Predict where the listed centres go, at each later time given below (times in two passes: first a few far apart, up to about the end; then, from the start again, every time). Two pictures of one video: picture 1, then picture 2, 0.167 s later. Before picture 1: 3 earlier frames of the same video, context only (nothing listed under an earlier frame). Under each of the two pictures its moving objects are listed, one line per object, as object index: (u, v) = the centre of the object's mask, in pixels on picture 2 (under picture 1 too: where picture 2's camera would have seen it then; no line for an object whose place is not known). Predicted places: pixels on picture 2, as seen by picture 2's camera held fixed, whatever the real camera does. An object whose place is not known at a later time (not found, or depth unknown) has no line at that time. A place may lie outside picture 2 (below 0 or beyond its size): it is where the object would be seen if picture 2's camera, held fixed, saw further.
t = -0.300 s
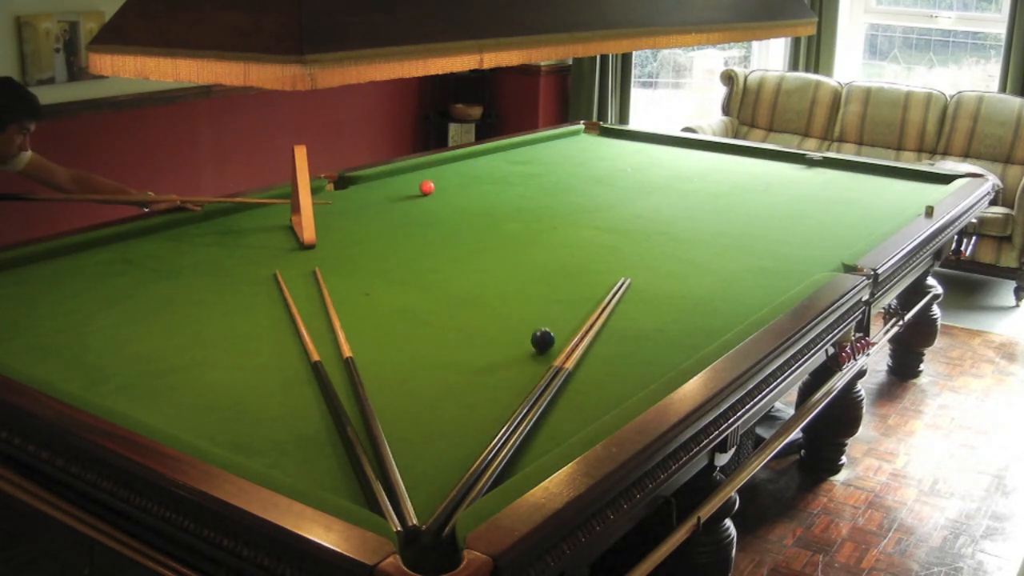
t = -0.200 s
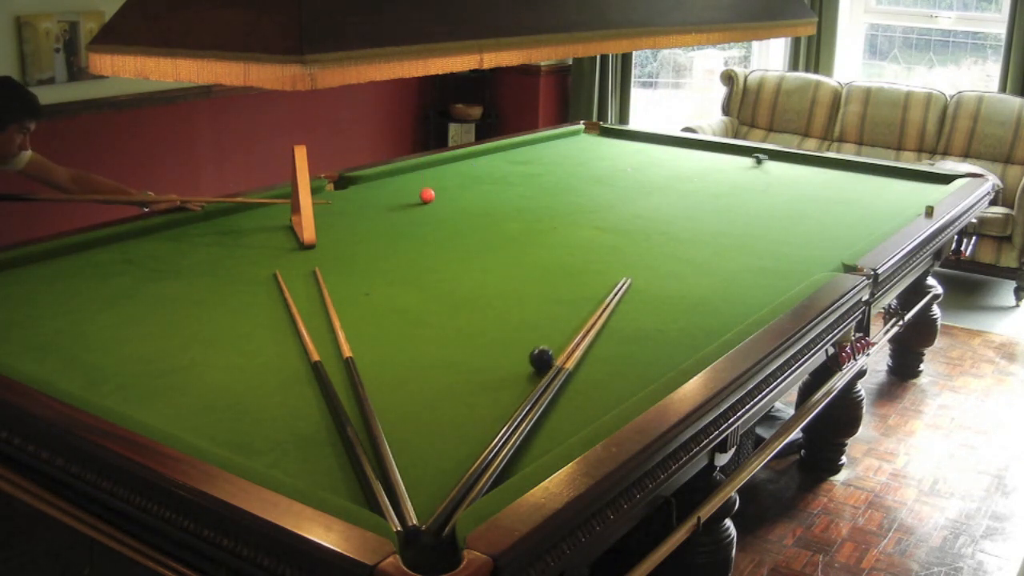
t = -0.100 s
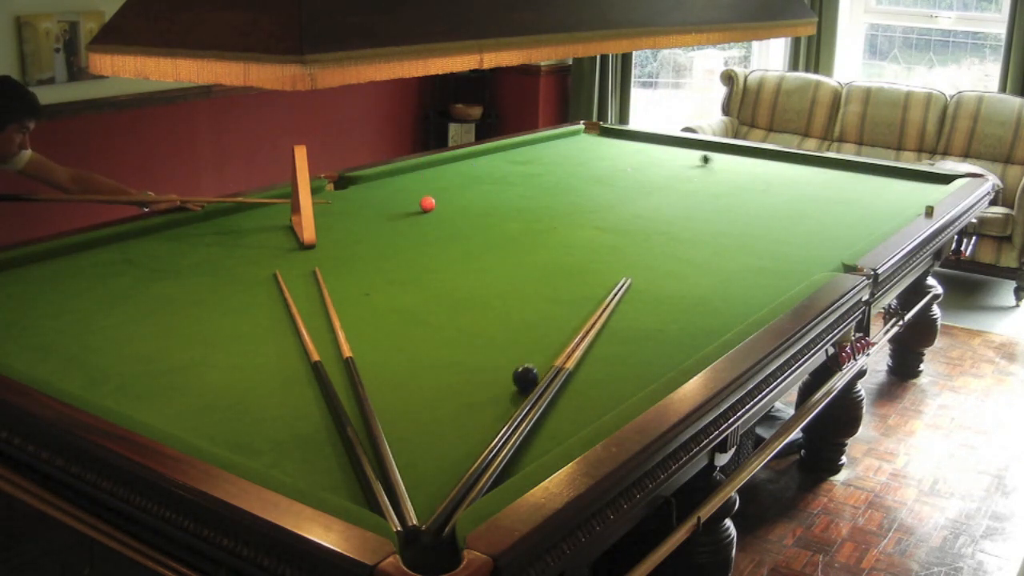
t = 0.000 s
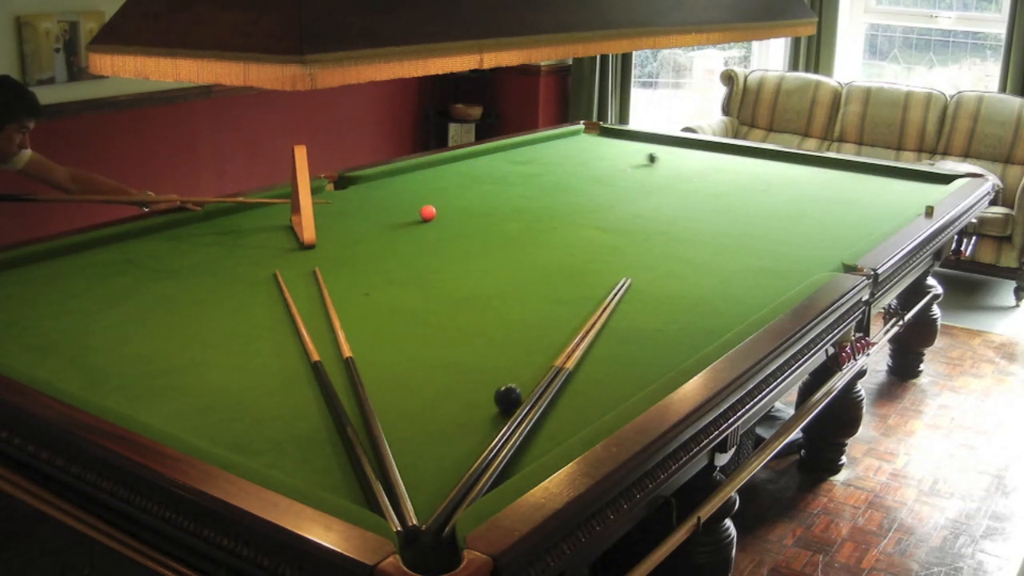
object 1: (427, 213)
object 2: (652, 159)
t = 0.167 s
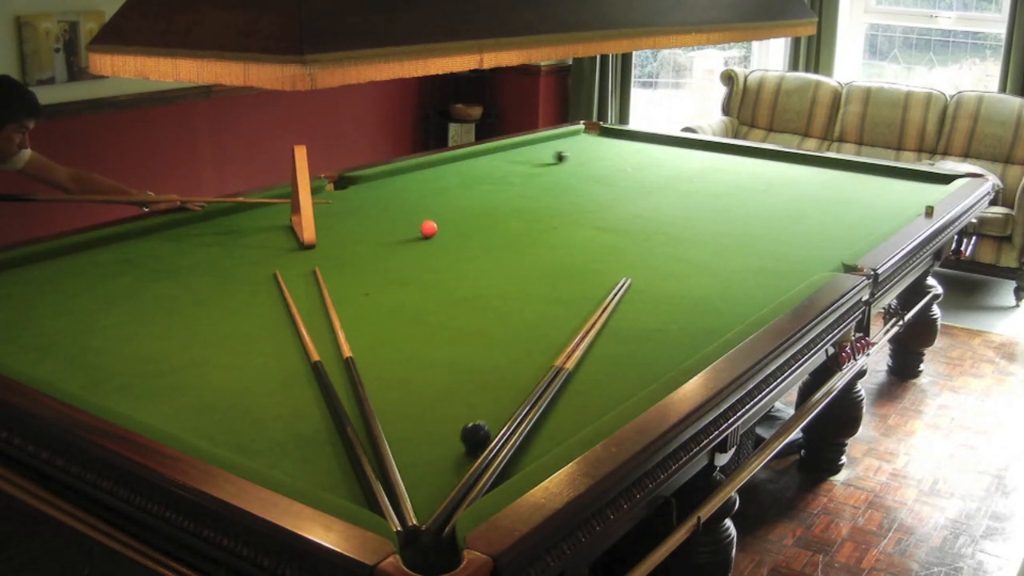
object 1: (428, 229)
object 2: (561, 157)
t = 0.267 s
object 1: (429, 240)
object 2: (505, 157)
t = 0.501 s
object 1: (430, 268)
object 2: (478, 172)
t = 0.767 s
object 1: (433, 306)
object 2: (495, 202)
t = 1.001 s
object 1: (436, 348)
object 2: (512, 236)
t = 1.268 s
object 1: (440, 406)
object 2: (539, 285)
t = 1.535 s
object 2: (552, 348)
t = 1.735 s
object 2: (504, 405)
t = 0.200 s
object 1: (428, 233)
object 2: (542, 157)
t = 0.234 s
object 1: (428, 236)
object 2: (524, 157)
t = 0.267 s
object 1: (429, 240)
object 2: (505, 157)
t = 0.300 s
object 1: (429, 244)
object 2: (488, 157)
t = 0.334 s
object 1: (429, 248)
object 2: (468, 157)
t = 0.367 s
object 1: (429, 252)
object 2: (470, 159)
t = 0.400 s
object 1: (430, 256)
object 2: (473, 162)
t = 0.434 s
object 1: (430, 260)
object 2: (475, 166)
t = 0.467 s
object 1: (430, 264)
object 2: (477, 169)
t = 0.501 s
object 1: (430, 268)
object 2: (478, 172)
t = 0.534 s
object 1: (431, 272)
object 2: (480, 176)
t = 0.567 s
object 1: (431, 277)
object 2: (482, 179)
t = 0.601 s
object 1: (431, 282)
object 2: (484, 183)
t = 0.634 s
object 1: (432, 286)
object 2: (486, 186)
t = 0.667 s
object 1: (432, 291)
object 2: (488, 190)
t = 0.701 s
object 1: (432, 296)
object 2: (490, 194)
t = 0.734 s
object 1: (433, 301)
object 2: (492, 198)
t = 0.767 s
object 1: (433, 306)
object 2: (495, 202)
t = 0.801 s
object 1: (433, 312)
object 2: (497, 207)
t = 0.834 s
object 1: (434, 317)
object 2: (499, 211)
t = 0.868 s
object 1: (434, 323)
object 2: (502, 216)
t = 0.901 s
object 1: (434, 329)
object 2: (504, 220)
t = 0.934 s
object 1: (435, 335)
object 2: (507, 225)
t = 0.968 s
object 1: (435, 341)
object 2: (510, 230)
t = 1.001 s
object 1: (436, 348)
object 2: (512, 236)
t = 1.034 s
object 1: (436, 354)
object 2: (515, 241)
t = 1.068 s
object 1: (437, 361)
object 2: (518, 246)
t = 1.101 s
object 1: (437, 368)
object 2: (522, 252)
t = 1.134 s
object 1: (437, 375)
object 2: (525, 258)
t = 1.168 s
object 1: (438, 382)
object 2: (528, 265)
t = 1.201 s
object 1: (439, 390)
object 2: (532, 272)
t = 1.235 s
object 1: (439, 398)
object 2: (536, 278)
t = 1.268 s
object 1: (440, 406)
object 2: (539, 285)
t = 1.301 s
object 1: (440, 414)
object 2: (543, 293)
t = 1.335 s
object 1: (441, 423)
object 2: (547, 300)
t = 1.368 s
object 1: (442, 432)
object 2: (552, 309)
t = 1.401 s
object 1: (442, 442)
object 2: (556, 317)
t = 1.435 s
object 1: (443, 451)
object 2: (561, 325)
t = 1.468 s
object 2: (563, 332)
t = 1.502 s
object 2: (559, 339)
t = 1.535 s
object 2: (552, 348)
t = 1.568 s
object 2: (543, 357)
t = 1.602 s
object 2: (536, 366)
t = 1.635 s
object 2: (529, 376)
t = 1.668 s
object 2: (521, 385)
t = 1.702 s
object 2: (512, 395)
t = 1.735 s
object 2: (504, 405)
